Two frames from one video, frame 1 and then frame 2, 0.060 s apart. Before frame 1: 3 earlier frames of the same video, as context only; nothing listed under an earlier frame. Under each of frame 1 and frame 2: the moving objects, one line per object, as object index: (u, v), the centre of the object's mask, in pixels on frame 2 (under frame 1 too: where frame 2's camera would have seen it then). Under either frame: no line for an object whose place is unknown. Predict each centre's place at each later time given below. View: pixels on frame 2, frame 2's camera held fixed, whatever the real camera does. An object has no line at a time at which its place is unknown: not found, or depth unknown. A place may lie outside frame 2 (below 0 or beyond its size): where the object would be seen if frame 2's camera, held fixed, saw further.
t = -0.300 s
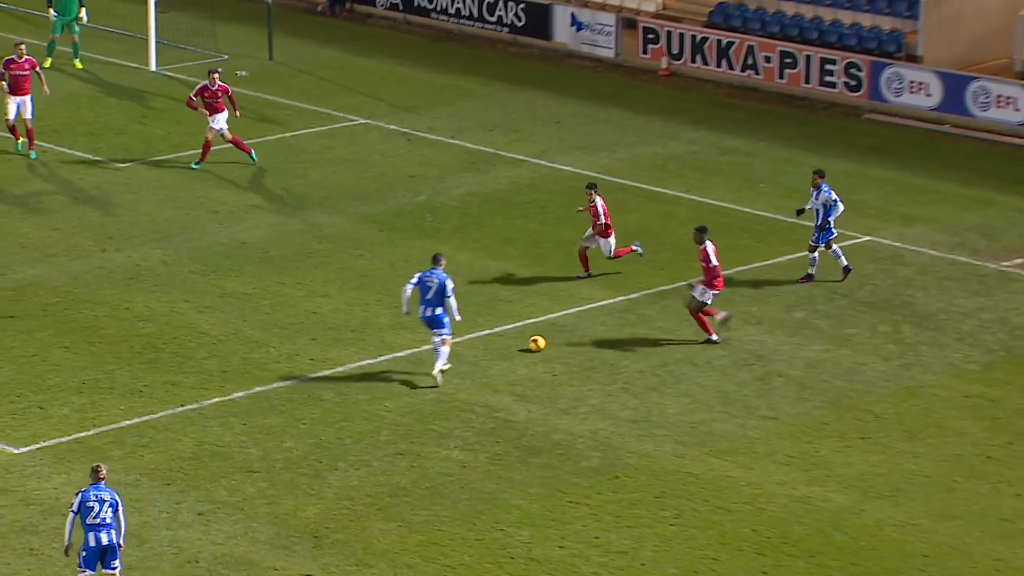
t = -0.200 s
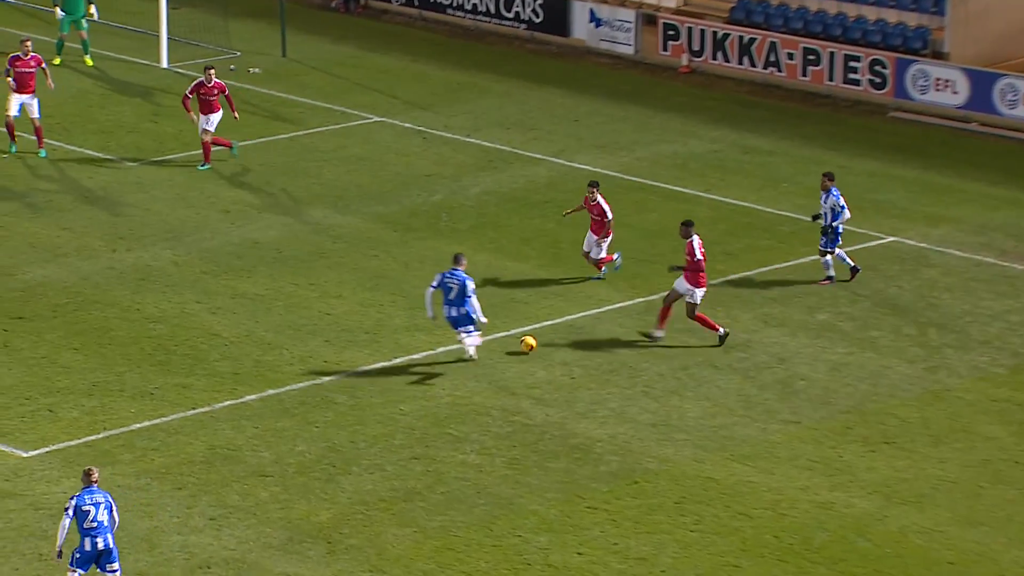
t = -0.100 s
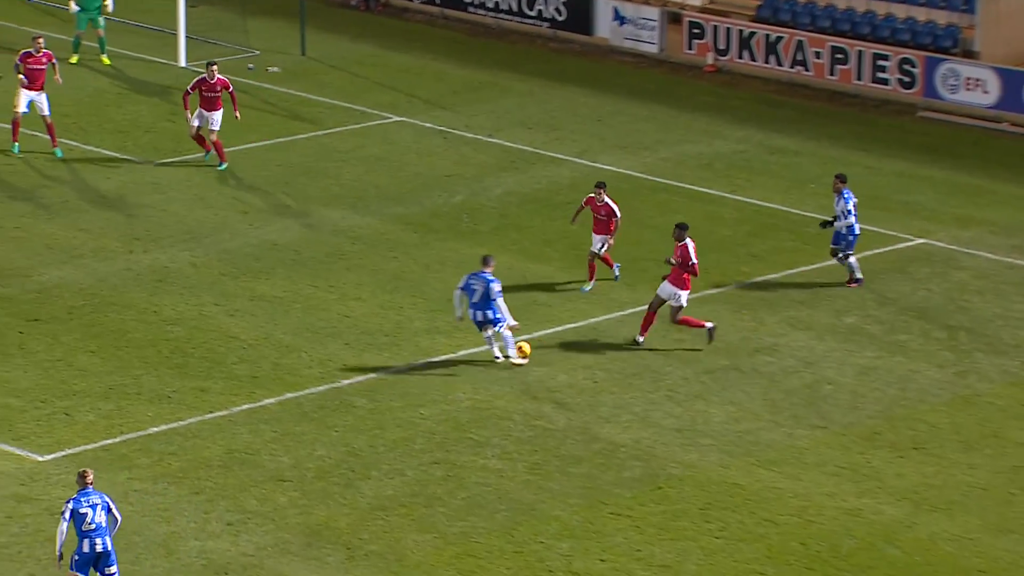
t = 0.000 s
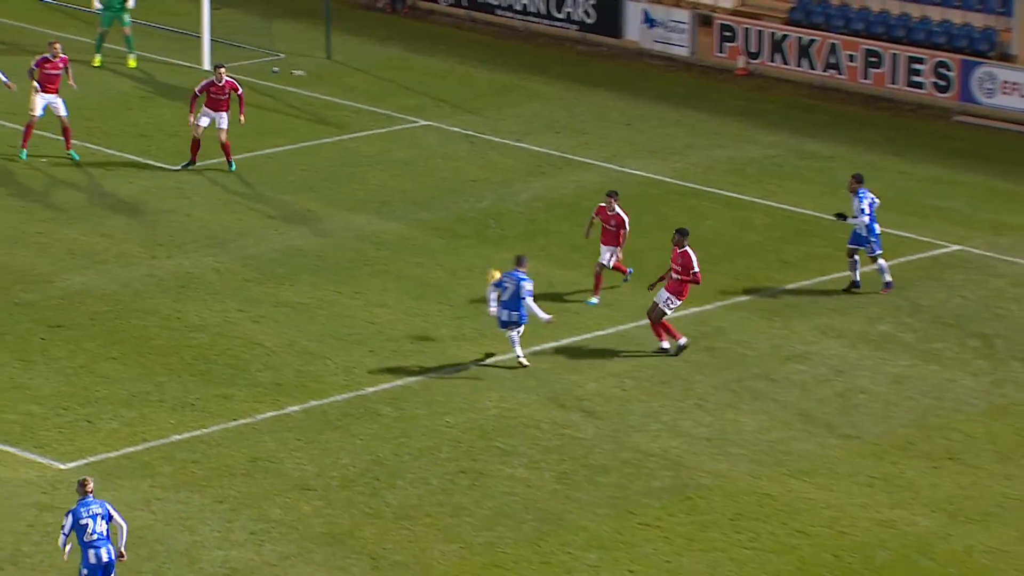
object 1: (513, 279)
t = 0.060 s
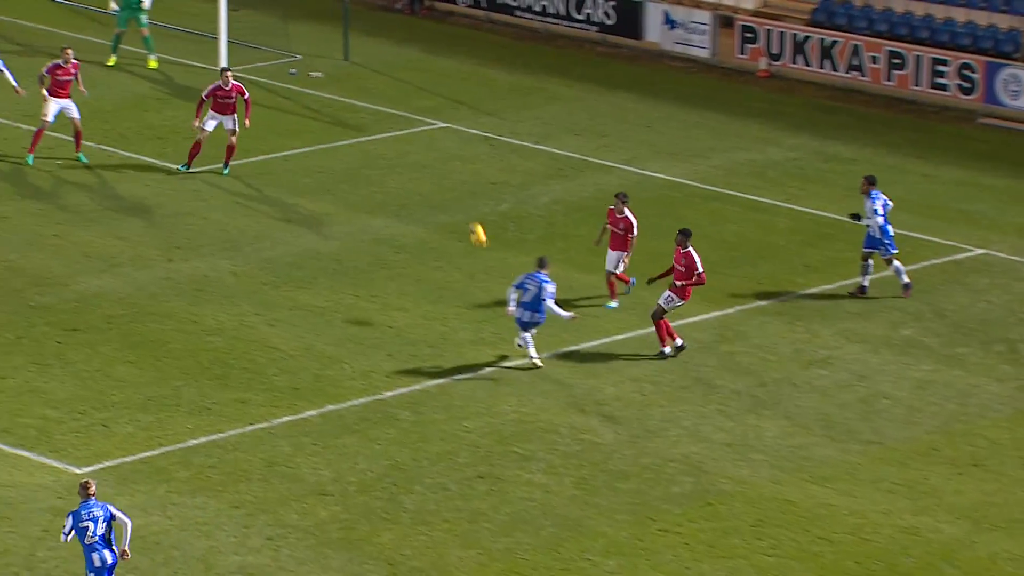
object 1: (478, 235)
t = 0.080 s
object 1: (467, 220)
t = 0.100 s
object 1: (455, 204)
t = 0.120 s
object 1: (442, 190)
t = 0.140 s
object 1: (431, 176)
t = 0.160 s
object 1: (420, 162)
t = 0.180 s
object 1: (410, 149)
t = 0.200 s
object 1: (398, 137)
